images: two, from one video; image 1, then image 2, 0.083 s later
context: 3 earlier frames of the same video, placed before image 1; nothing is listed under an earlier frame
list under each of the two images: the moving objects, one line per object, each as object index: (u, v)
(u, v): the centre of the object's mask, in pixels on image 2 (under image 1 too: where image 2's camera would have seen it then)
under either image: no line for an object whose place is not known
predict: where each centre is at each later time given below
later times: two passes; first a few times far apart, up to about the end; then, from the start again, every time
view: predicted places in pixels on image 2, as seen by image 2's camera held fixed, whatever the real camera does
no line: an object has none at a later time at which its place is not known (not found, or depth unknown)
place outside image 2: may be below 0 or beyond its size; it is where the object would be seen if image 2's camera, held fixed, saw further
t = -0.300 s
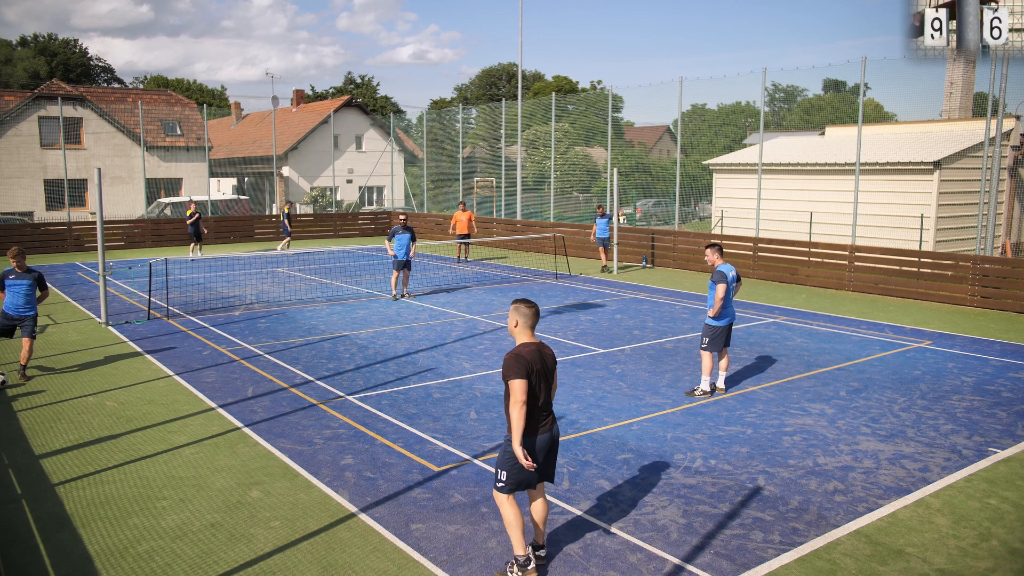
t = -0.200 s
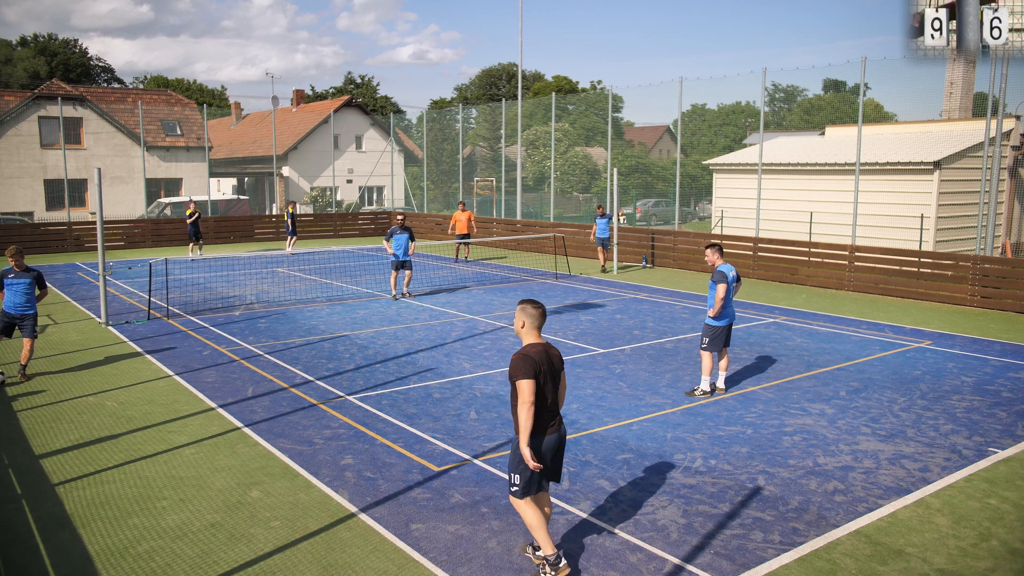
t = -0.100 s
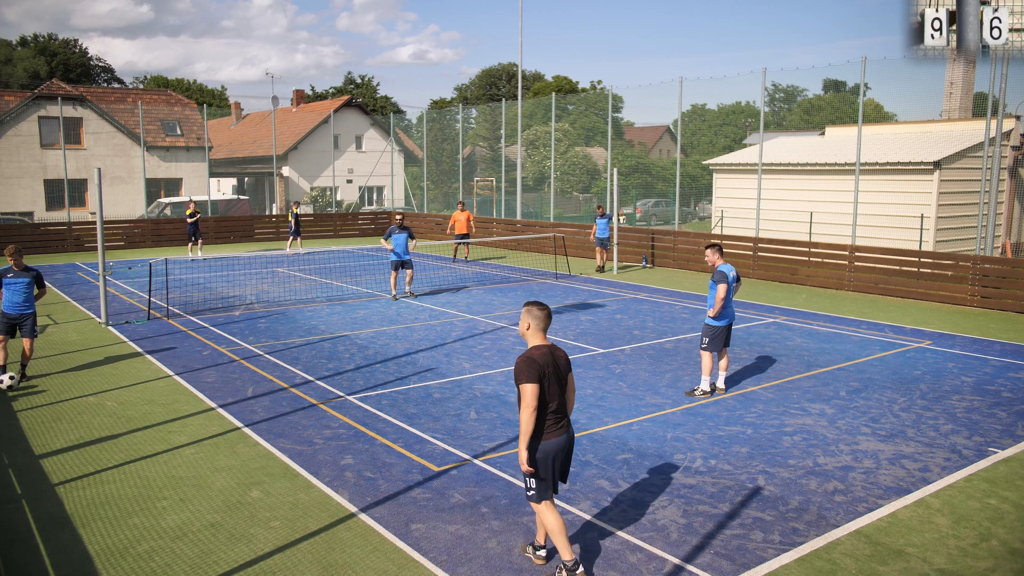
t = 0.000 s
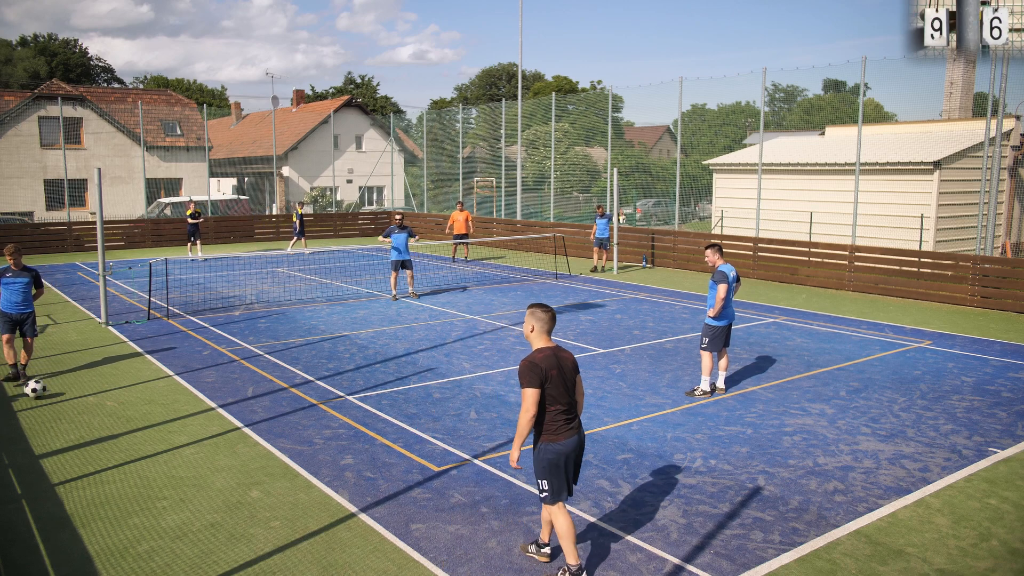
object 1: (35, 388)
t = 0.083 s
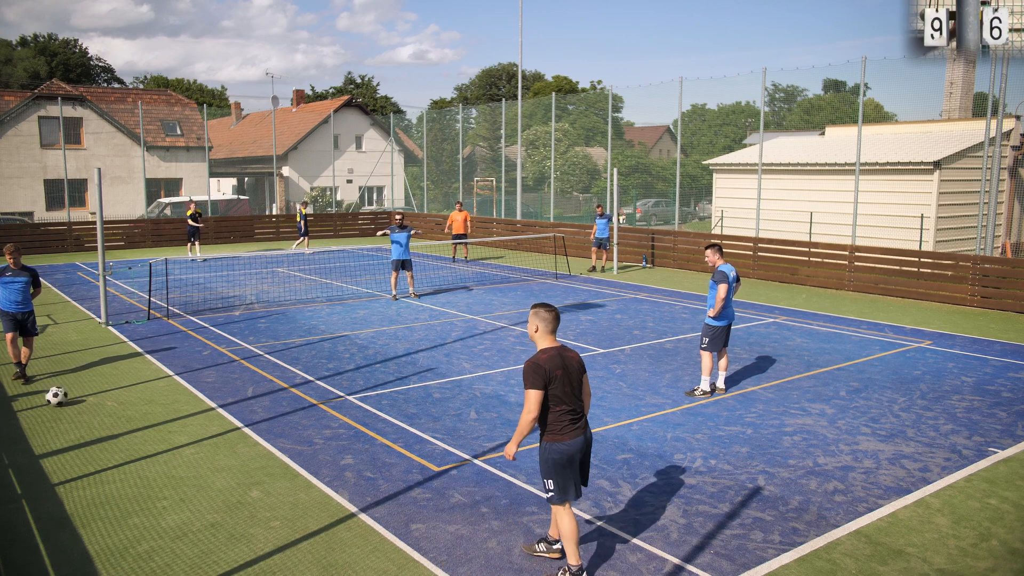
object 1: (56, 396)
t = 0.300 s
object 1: (109, 412)
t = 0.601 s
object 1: (177, 432)
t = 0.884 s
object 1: (249, 453)
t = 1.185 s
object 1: (336, 477)
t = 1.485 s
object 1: (435, 506)
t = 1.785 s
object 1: (553, 535)
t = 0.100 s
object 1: (60, 397)
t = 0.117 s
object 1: (64, 398)
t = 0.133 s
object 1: (69, 399)
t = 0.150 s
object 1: (73, 401)
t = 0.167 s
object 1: (77, 402)
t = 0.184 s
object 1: (81, 404)
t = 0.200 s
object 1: (85, 406)
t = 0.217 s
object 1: (90, 406)
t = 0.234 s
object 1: (93, 407)
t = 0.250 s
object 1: (97, 408)
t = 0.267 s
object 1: (101, 410)
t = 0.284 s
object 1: (105, 411)
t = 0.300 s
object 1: (109, 412)
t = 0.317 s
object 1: (113, 413)
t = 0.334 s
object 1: (116, 414)
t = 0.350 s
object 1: (120, 416)
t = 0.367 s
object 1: (124, 417)
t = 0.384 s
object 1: (128, 418)
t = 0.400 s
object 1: (132, 419)
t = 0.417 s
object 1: (135, 420)
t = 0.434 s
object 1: (139, 421)
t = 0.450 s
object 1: (142, 422)
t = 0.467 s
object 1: (146, 423)
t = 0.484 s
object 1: (150, 425)
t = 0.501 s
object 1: (153, 425)
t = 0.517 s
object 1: (157, 426)
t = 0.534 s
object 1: (161, 427)
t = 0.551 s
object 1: (165, 428)
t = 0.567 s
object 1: (169, 430)
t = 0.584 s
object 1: (173, 431)
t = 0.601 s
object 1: (177, 432)
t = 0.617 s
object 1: (181, 433)
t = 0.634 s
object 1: (185, 434)
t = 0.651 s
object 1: (189, 436)
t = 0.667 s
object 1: (193, 438)
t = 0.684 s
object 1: (197, 438)
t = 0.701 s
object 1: (201, 439)
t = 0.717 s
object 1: (205, 441)
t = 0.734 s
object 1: (210, 442)
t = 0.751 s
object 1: (214, 443)
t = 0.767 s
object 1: (218, 444)
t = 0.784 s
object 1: (222, 445)
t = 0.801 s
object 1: (227, 447)
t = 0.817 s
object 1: (231, 448)
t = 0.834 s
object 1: (235, 450)
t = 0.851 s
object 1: (240, 450)
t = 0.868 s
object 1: (244, 451)
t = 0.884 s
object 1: (249, 453)
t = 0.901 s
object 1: (253, 454)
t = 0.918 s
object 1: (258, 456)
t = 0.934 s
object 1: (263, 456)
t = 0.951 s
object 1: (268, 458)
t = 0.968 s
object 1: (272, 460)
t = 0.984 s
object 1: (277, 461)
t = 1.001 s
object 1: (281, 461)
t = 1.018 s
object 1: (286, 463)
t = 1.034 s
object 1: (291, 463)
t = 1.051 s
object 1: (296, 465)
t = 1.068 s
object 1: (300, 467)
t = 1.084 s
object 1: (305, 469)
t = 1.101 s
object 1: (310, 470)
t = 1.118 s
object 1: (315, 471)
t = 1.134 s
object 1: (320, 472)
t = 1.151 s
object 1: (325, 473)
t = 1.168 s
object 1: (330, 475)
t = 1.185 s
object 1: (336, 477)
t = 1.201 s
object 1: (341, 479)
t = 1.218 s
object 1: (346, 480)
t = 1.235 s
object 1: (351, 480)
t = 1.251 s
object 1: (356, 481)
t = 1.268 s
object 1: (361, 482)
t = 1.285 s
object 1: (366, 483)
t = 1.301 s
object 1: (372, 484)
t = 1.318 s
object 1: (378, 486)
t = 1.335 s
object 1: (383, 488)
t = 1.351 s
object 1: (389, 492)
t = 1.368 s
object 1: (394, 494)
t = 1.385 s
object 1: (400, 495)
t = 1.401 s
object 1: (406, 496)
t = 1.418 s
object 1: (412, 498)
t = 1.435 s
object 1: (417, 499)
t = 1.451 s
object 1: (423, 501)
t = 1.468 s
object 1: (429, 504)
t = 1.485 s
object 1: (435, 506)
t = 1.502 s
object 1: (441, 507)
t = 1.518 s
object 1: (447, 507)
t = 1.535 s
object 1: (453, 509)
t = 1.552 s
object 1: (460, 511)
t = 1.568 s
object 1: (466, 513)
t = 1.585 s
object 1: (473, 516)
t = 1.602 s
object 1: (479, 517)
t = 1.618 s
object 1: (485, 517)
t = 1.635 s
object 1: (491, 518)
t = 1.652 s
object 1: (498, 520)
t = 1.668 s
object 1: (504, 521)
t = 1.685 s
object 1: (511, 523)
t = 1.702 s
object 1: (518, 525)
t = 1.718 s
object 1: (525, 528)
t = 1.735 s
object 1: (532, 531)
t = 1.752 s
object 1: (538, 534)
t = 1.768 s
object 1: (545, 534)
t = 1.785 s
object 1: (553, 535)
